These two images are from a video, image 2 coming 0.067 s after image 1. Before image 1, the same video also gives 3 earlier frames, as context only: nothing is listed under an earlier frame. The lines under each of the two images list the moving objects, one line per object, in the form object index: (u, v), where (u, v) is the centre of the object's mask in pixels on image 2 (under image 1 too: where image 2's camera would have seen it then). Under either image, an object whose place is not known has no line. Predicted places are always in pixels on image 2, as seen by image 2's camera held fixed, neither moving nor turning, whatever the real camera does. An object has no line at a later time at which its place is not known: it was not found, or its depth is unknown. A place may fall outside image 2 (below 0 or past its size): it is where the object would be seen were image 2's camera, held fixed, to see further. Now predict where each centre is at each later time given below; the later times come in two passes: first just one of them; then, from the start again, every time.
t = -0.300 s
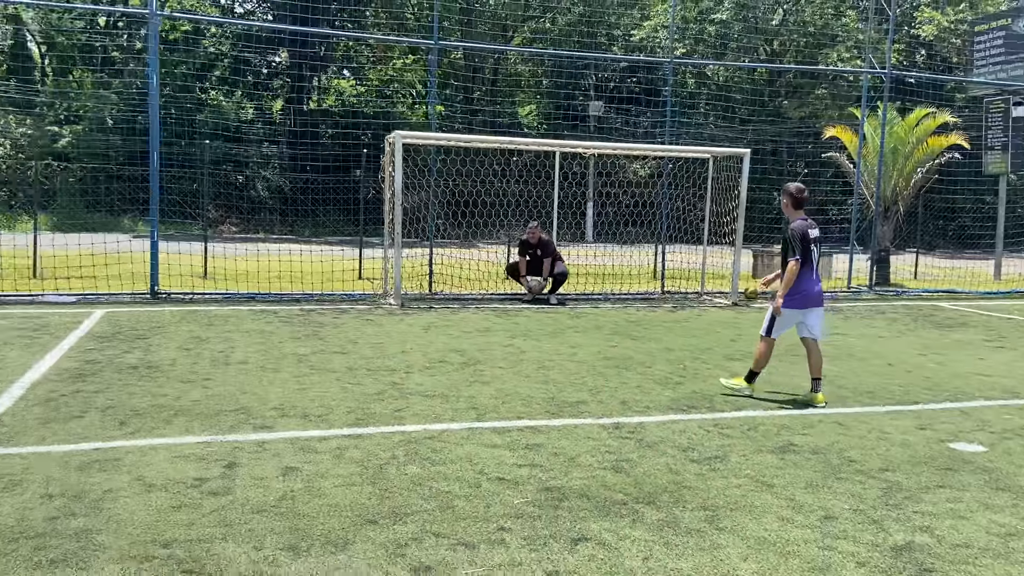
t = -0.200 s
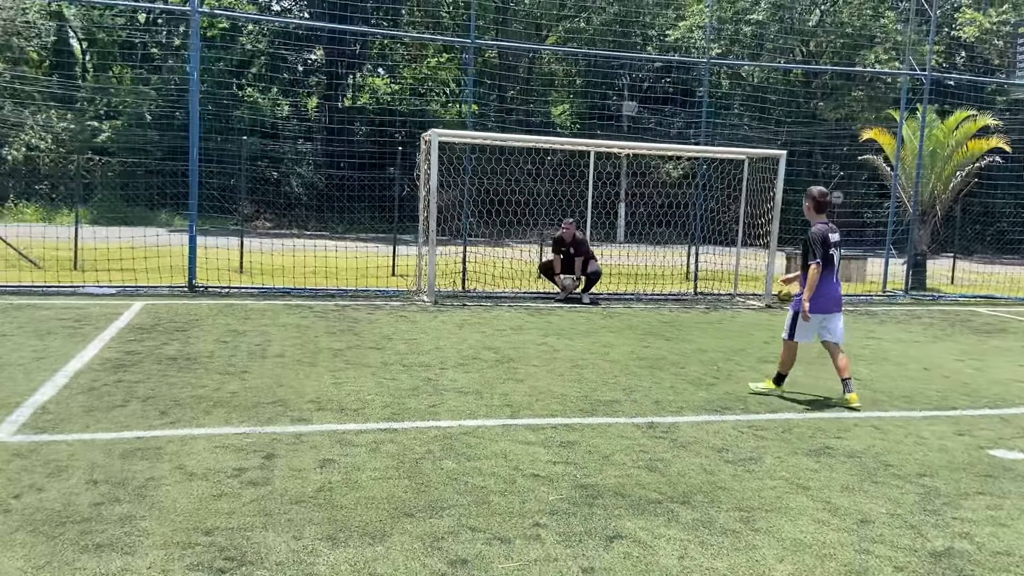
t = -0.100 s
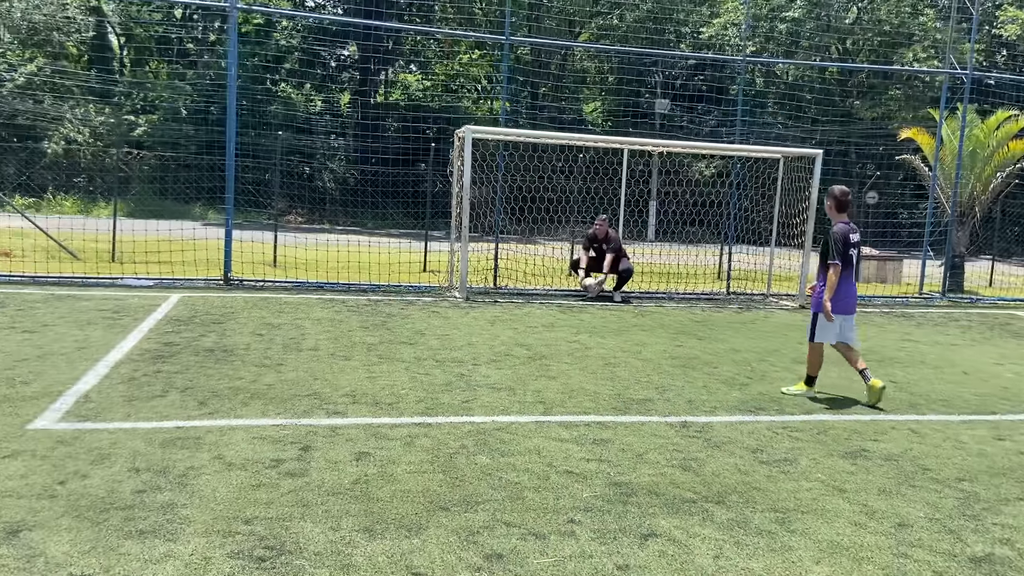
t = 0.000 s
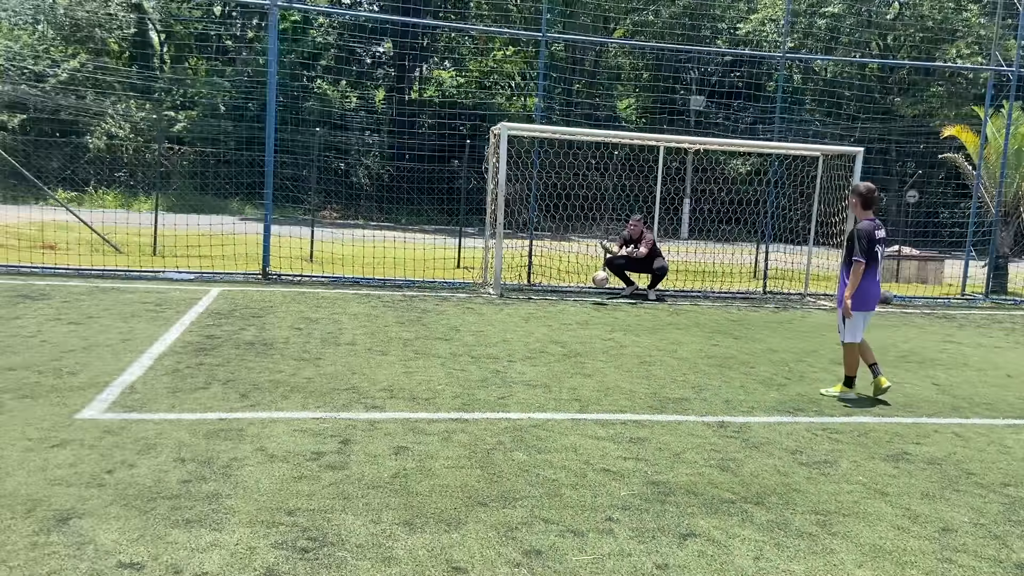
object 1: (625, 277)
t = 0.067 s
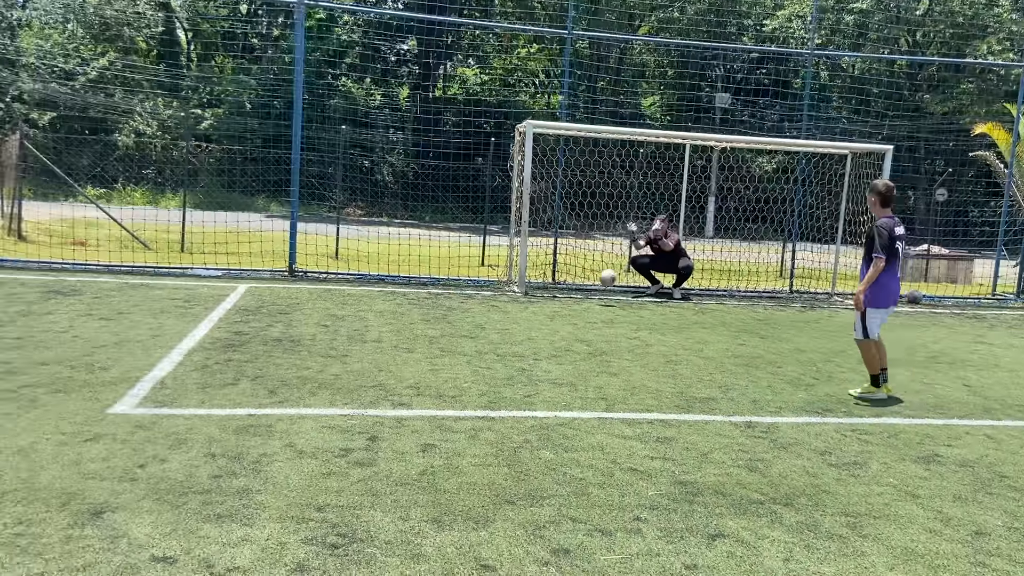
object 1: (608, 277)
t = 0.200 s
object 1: (569, 288)
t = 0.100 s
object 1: (599, 279)
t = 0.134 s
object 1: (589, 281)
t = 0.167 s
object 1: (579, 284)
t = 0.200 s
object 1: (569, 288)
